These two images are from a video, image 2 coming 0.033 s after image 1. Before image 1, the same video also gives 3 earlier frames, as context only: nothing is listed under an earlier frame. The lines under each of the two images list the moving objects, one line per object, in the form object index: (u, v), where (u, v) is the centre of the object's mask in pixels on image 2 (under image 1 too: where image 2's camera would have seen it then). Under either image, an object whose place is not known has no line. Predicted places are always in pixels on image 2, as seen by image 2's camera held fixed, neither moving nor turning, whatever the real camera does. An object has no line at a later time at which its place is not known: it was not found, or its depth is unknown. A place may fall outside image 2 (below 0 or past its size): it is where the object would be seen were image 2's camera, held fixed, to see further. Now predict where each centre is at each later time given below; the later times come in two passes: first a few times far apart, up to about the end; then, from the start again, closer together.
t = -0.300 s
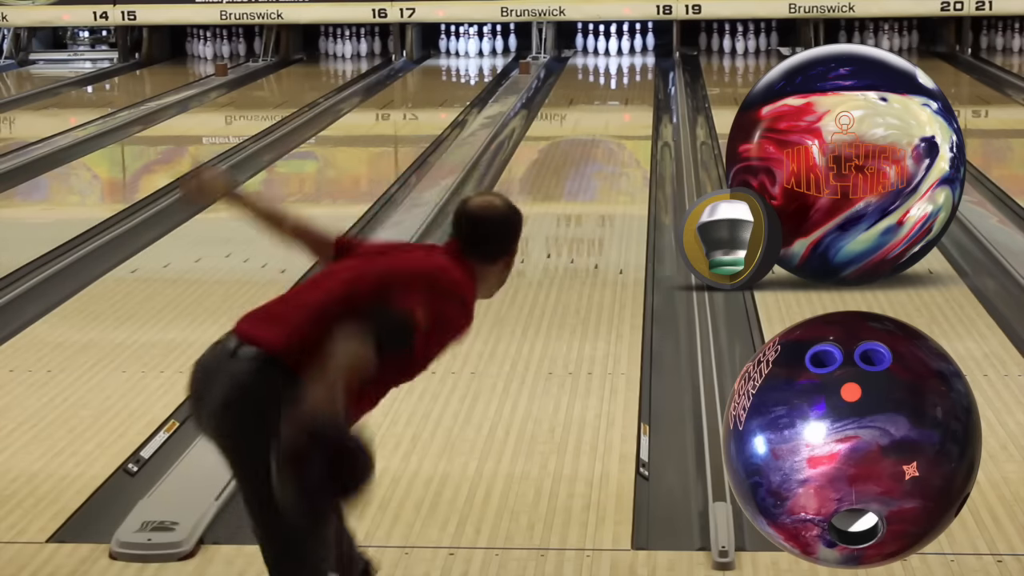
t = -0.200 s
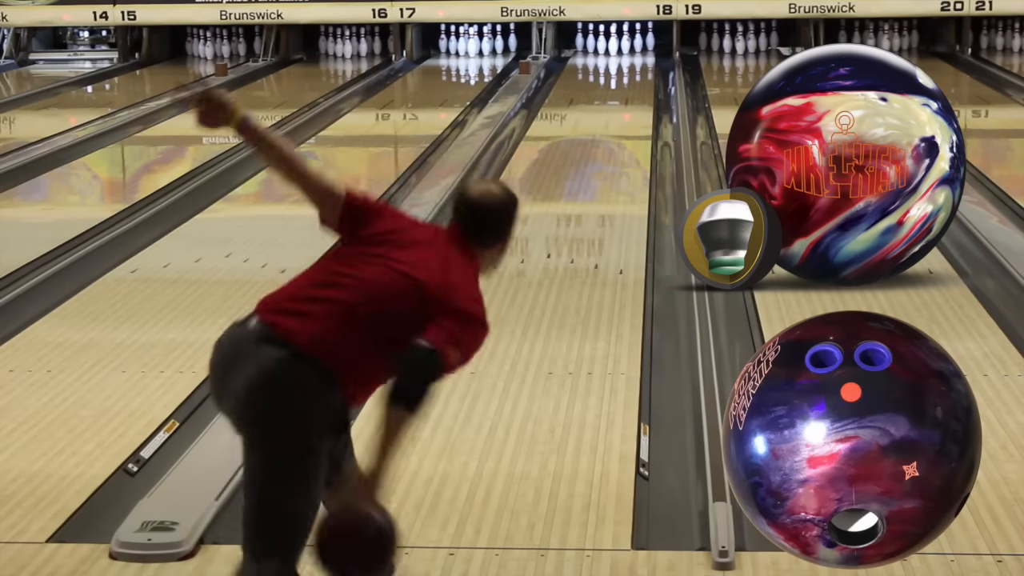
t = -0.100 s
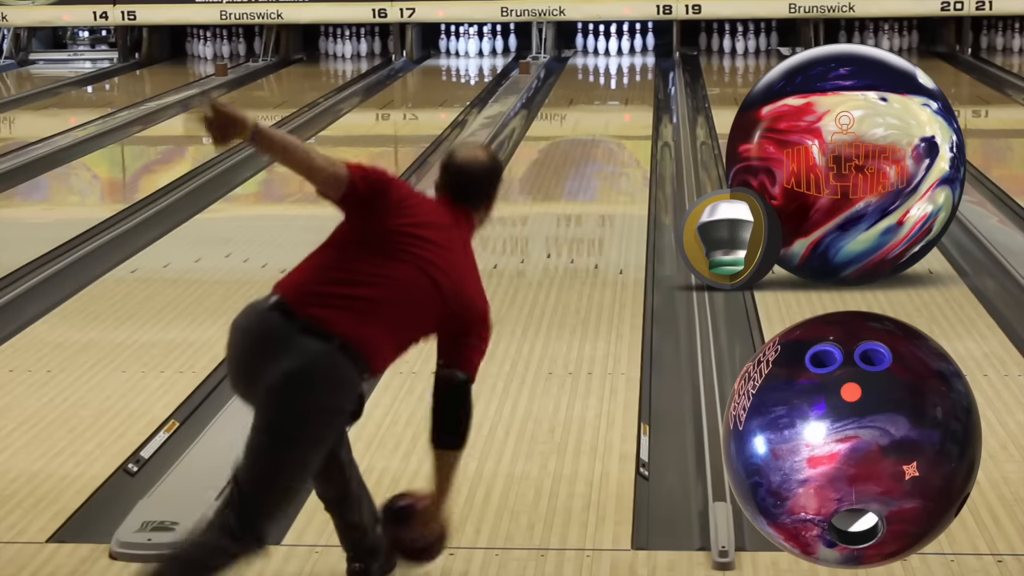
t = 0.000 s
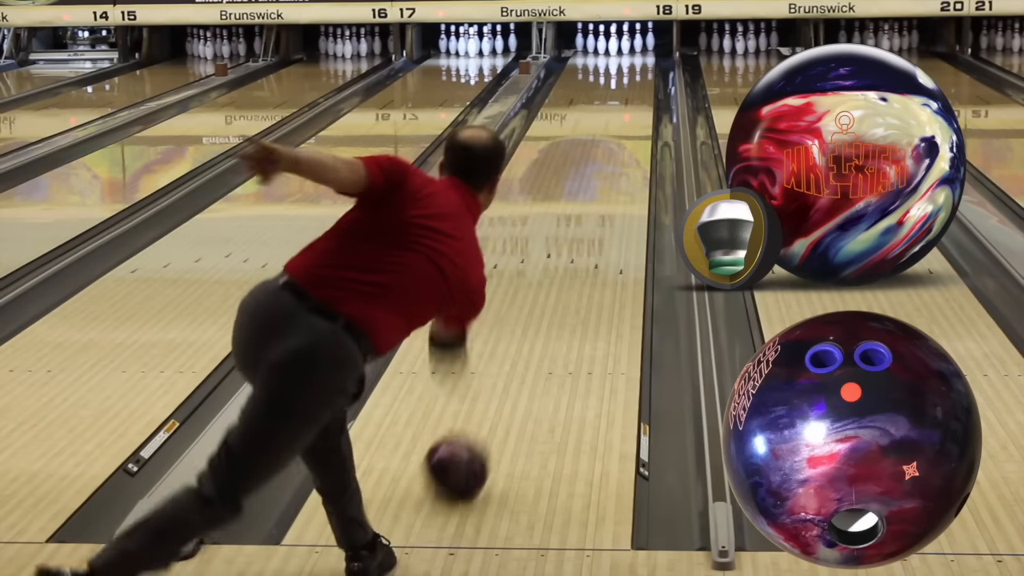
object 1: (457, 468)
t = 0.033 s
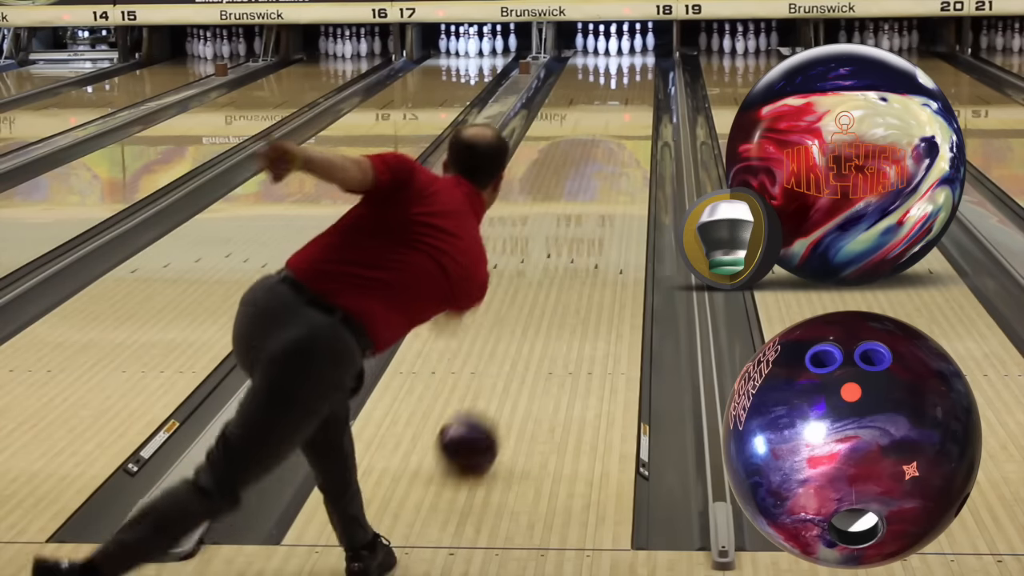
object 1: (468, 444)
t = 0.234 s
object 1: (520, 336)
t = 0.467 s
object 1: (558, 254)
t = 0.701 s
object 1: (582, 198)
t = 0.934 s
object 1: (600, 157)
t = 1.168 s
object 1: (612, 127)
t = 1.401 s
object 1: (621, 103)
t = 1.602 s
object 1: (628, 86)
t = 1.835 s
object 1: (631, 71)
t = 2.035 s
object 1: (628, 60)
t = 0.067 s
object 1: (478, 424)
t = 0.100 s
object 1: (489, 402)
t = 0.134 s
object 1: (497, 384)
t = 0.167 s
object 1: (505, 366)
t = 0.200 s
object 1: (513, 351)
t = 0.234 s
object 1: (520, 336)
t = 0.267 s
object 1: (526, 323)
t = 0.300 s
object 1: (532, 310)
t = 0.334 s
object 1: (538, 297)
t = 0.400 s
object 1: (549, 274)
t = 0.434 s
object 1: (553, 264)
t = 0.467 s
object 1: (558, 254)
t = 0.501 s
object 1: (562, 245)
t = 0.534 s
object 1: (566, 236)
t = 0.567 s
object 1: (569, 228)
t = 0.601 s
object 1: (573, 220)
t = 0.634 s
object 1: (576, 212)
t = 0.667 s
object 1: (579, 205)
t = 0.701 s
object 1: (582, 198)
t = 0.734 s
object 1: (585, 192)
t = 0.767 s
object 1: (588, 185)
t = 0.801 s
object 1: (590, 179)
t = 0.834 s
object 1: (593, 174)
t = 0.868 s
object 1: (595, 168)
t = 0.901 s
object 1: (597, 163)
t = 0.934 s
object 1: (600, 157)
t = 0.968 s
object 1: (602, 153)
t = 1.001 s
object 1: (604, 148)
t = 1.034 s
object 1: (605, 144)
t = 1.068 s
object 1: (607, 139)
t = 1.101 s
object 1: (609, 135)
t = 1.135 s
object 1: (611, 131)
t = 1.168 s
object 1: (612, 127)
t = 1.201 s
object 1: (613, 123)
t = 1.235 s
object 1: (615, 119)
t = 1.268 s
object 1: (616, 116)
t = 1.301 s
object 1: (618, 113)
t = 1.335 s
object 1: (619, 109)
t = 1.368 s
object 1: (620, 106)
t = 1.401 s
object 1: (621, 103)
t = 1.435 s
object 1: (623, 100)
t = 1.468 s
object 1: (624, 97)
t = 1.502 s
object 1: (625, 95)
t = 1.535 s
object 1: (626, 92)
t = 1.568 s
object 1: (627, 90)
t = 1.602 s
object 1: (628, 86)
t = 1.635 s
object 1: (628, 84)
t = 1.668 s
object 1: (629, 82)
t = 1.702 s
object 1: (629, 80)
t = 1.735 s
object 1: (630, 77)
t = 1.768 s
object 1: (630, 75)
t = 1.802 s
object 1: (631, 73)
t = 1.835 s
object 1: (631, 71)
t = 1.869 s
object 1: (630, 69)
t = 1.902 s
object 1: (630, 67)
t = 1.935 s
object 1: (630, 65)
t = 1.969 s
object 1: (629, 63)
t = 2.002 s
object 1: (629, 62)
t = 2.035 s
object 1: (628, 60)
